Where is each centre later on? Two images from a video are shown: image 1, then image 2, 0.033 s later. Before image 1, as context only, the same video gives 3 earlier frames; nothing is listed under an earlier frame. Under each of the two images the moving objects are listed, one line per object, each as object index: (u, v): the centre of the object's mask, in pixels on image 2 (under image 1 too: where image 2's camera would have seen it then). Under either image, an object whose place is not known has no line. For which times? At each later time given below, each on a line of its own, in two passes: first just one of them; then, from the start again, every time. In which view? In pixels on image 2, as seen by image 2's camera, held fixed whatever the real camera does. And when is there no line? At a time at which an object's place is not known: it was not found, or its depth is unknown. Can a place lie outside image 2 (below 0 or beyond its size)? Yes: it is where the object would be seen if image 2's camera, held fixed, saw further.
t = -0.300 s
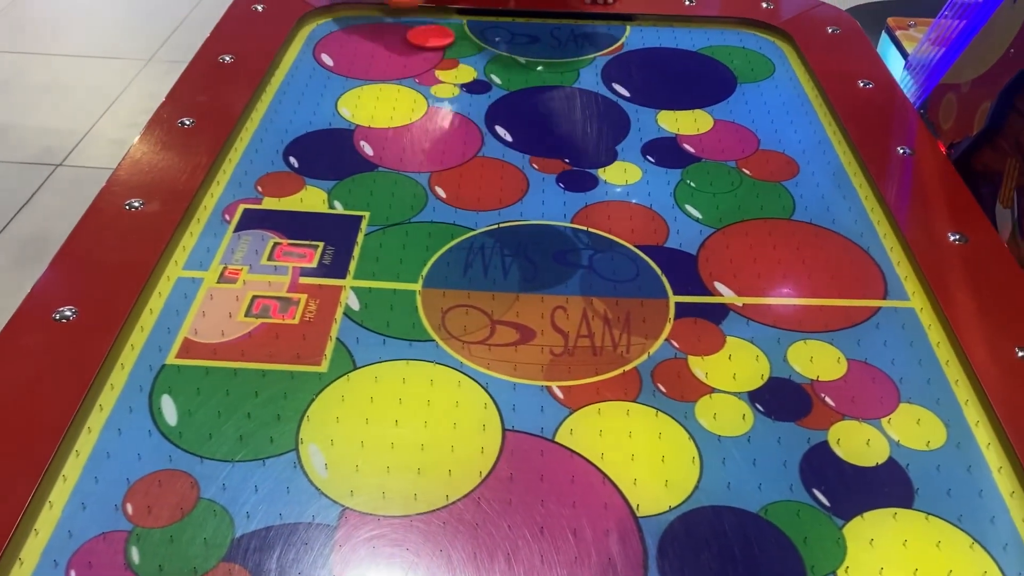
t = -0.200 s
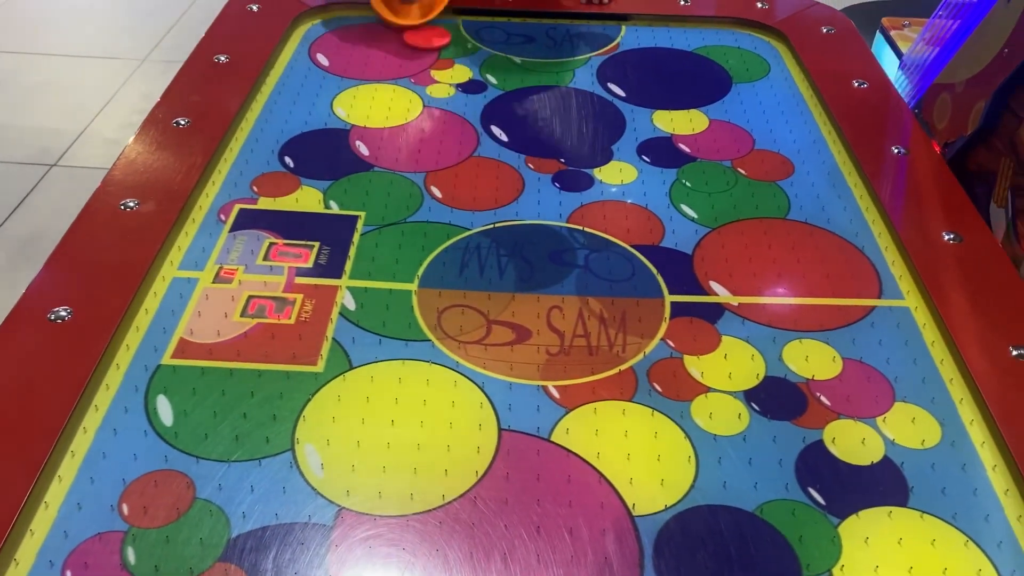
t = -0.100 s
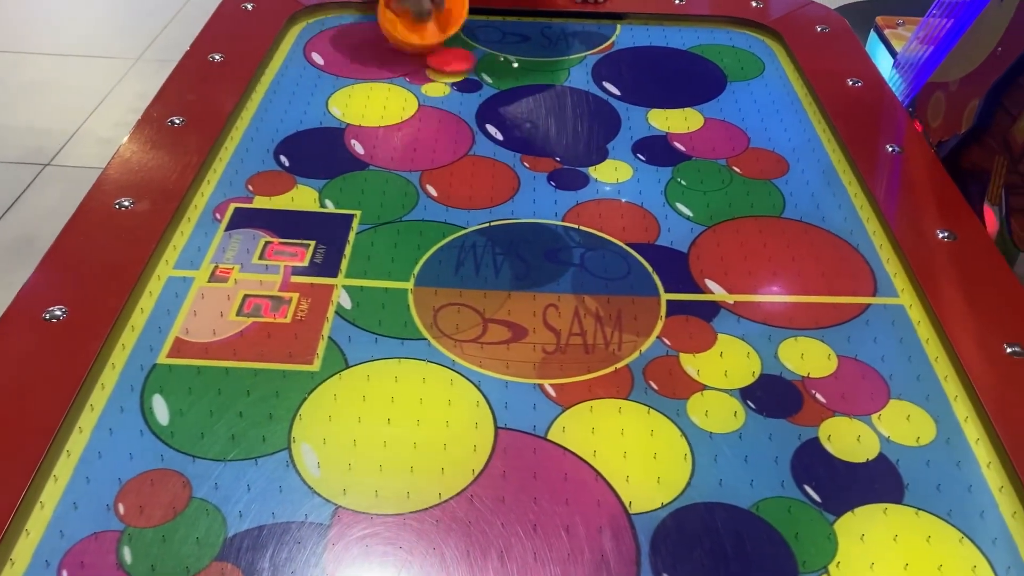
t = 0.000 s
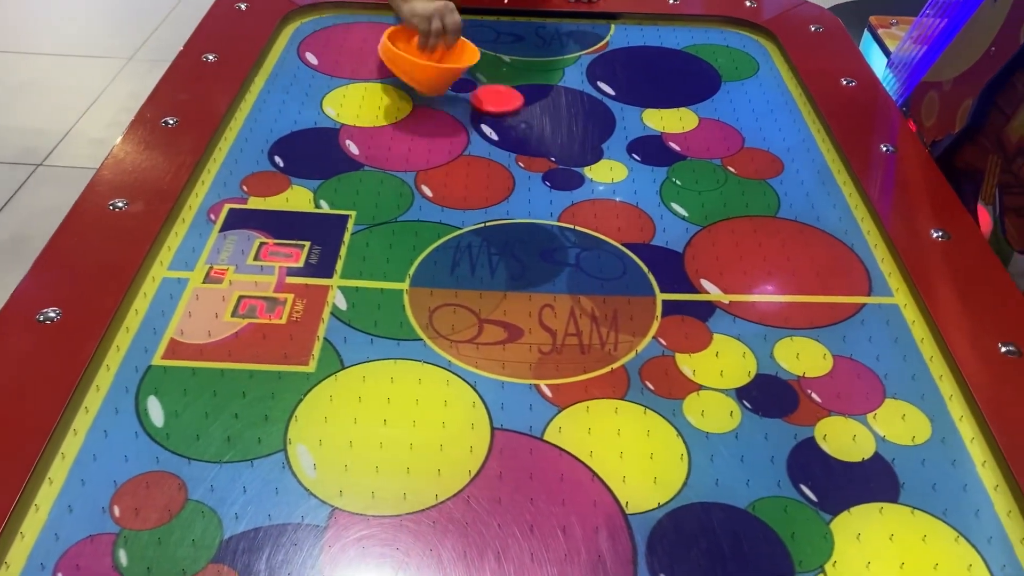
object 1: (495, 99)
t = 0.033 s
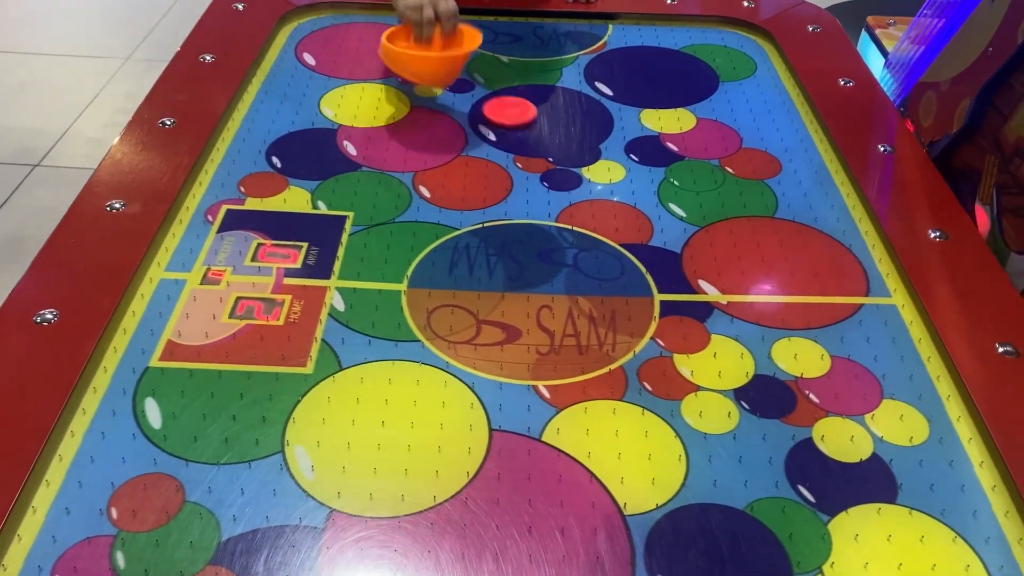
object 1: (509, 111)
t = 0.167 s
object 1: (565, 153)
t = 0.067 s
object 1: (525, 122)
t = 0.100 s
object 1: (539, 133)
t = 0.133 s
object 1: (551, 143)
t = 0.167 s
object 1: (565, 153)
